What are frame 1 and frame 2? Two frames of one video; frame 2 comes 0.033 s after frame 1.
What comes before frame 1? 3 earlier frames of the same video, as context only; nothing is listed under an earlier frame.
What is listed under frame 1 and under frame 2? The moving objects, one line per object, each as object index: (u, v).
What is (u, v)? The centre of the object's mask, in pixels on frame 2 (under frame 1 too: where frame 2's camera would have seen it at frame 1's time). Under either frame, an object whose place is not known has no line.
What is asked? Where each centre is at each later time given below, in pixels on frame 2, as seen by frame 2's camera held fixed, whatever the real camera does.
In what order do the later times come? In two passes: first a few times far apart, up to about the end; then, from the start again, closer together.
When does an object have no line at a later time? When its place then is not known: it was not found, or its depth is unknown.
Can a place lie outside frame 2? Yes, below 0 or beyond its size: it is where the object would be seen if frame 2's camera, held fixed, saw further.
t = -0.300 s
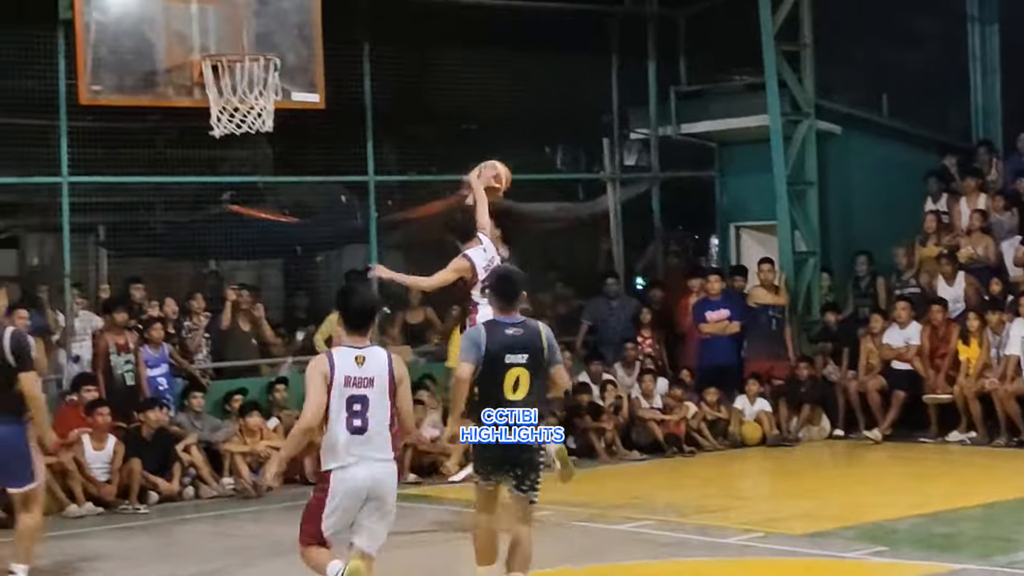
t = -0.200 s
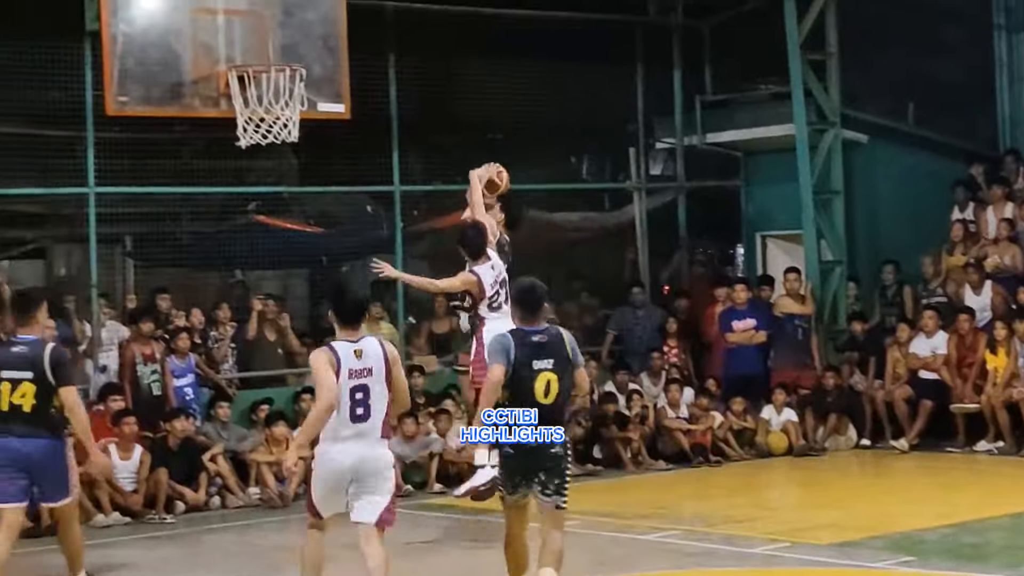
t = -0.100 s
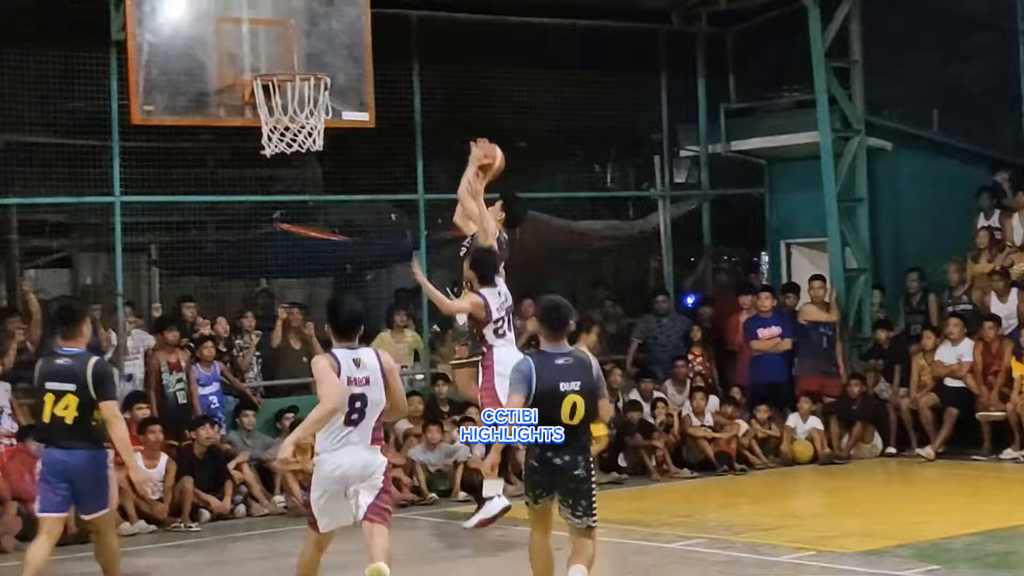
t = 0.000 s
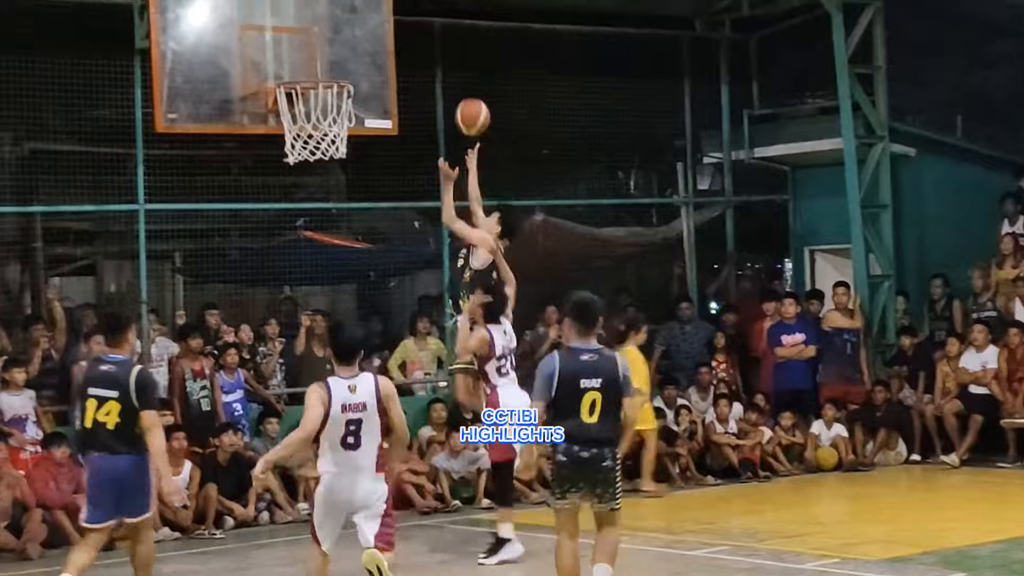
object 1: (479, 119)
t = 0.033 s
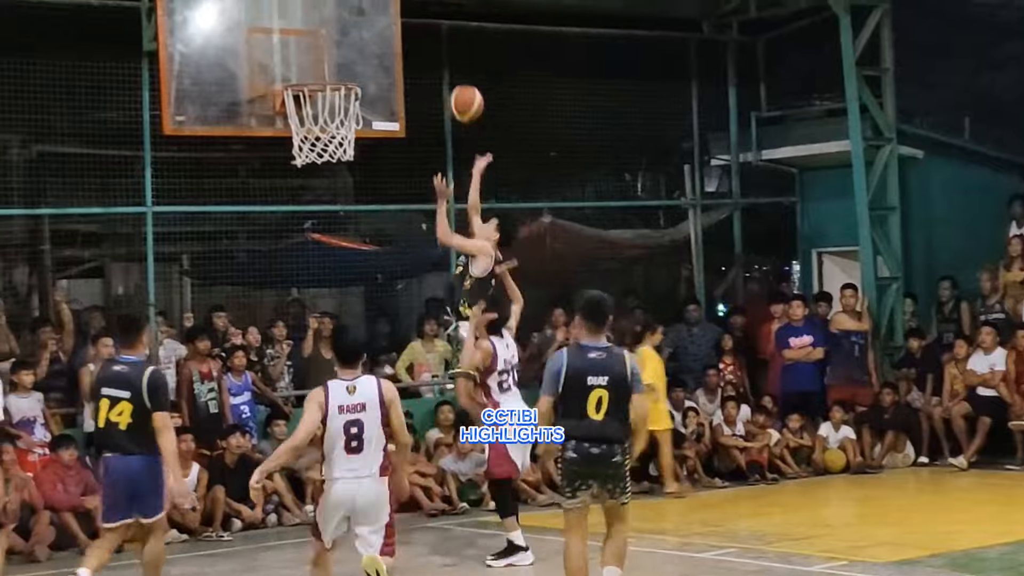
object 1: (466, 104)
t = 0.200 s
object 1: (399, 48)
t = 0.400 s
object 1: (340, 34)
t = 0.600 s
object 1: (327, 73)
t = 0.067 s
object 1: (452, 89)
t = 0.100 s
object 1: (438, 76)
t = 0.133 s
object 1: (425, 65)
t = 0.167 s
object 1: (412, 56)
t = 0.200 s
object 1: (399, 48)
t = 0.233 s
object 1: (385, 41)
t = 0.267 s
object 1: (372, 37)
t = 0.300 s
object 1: (358, 34)
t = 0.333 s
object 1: (346, 33)
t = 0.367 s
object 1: (342, 33)
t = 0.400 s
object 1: (340, 34)
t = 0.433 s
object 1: (337, 37)
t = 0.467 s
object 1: (335, 43)
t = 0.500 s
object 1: (332, 49)
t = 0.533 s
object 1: (332, 57)
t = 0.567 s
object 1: (330, 66)
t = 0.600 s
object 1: (327, 73)
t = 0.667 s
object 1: (318, 100)
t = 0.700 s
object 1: (319, 118)
